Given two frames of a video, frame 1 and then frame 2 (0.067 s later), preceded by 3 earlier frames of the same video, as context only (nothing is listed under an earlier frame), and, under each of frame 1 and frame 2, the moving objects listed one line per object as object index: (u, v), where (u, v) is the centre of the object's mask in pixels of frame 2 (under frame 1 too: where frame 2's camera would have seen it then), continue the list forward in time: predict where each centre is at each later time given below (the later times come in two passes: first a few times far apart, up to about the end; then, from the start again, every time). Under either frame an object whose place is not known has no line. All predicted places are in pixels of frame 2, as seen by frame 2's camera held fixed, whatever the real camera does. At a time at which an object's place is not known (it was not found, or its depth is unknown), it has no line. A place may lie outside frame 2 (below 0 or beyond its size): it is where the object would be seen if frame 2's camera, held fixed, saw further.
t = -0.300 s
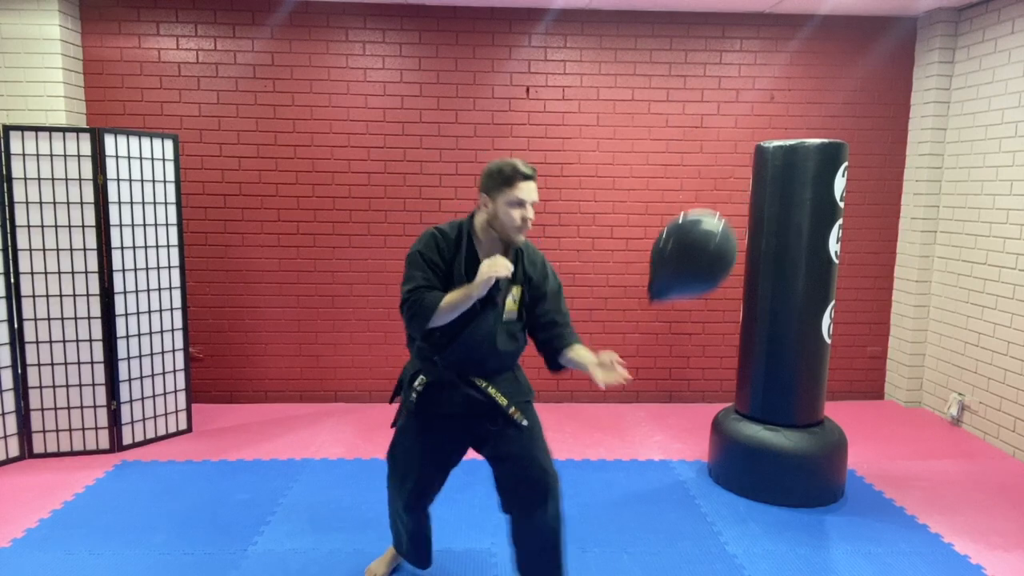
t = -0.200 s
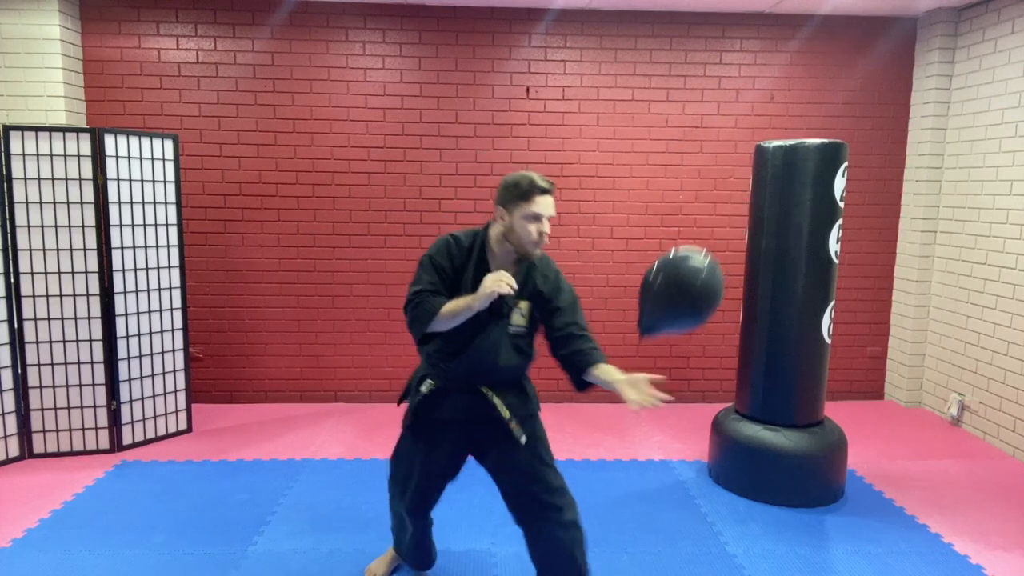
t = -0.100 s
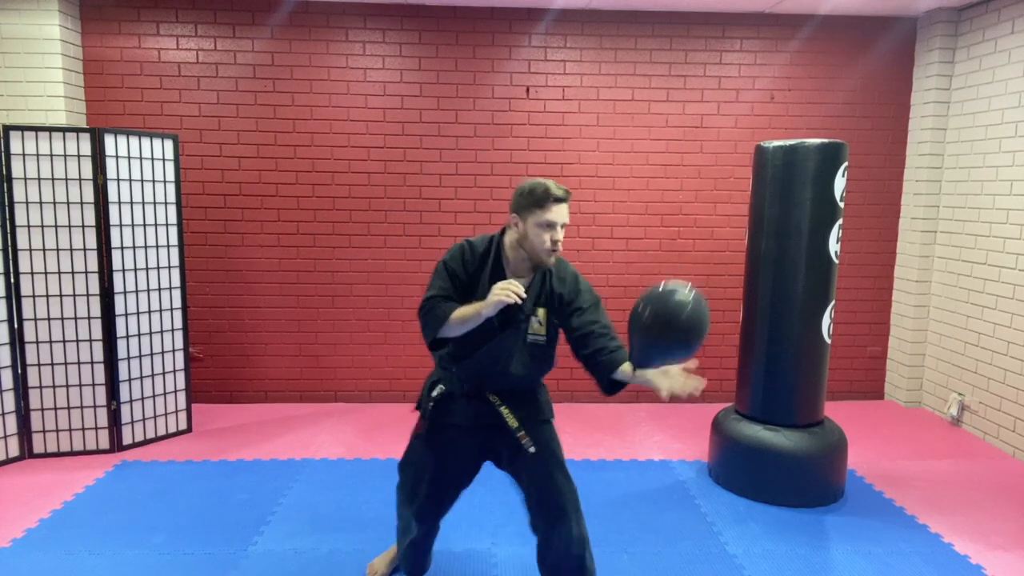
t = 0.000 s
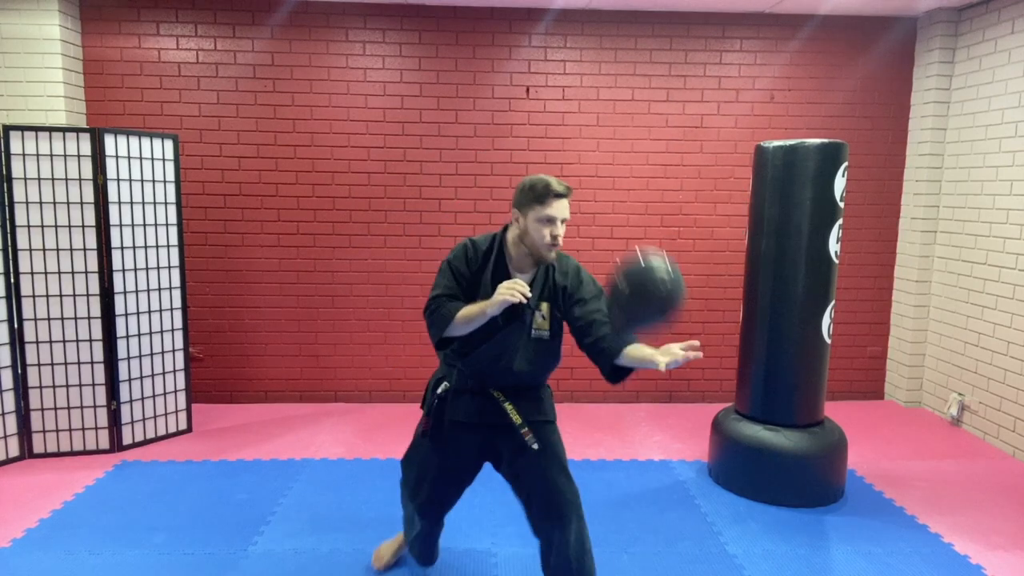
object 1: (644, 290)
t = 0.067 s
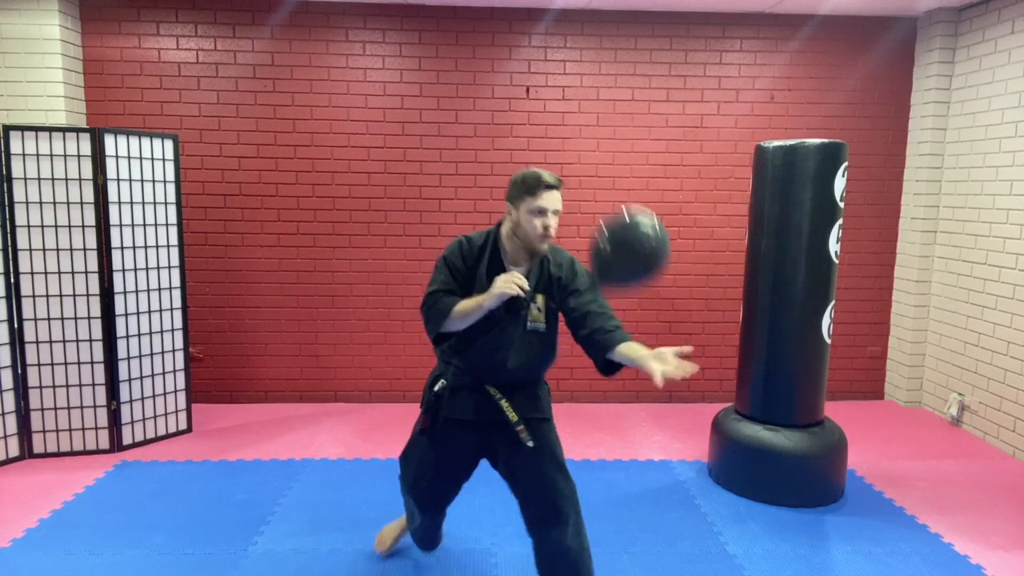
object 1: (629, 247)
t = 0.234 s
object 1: (599, 171)
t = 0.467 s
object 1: (576, 111)
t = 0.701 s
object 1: (561, 91)
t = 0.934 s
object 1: (550, 100)
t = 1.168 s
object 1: (539, 131)
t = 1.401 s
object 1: (531, 179)
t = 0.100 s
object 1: (622, 229)
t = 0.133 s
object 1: (615, 213)
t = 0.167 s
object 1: (610, 197)
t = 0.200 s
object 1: (604, 184)
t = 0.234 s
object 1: (599, 171)
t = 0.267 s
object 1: (594, 159)
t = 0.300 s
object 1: (591, 149)
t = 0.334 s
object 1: (587, 140)
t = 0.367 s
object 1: (583, 132)
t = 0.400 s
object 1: (580, 124)
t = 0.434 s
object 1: (578, 117)
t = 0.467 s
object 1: (576, 111)
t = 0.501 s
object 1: (573, 107)
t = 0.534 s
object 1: (571, 102)
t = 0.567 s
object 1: (569, 98)
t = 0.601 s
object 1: (567, 95)
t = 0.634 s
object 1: (565, 93)
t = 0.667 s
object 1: (563, 91)
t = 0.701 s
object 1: (561, 91)
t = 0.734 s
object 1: (560, 90)
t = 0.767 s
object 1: (558, 91)
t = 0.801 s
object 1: (556, 92)
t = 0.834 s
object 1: (555, 93)
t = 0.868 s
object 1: (553, 95)
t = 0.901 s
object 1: (551, 98)
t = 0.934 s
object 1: (550, 100)
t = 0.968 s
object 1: (548, 104)
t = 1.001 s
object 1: (547, 107)
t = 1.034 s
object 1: (545, 112)
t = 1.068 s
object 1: (543, 116)
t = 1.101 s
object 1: (541, 121)
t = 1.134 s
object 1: (540, 126)
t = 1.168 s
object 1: (539, 131)
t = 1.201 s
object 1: (537, 137)
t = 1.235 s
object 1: (536, 143)
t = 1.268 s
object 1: (535, 150)
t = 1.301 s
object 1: (534, 157)
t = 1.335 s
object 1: (533, 164)
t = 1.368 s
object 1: (532, 172)
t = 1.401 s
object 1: (531, 179)
